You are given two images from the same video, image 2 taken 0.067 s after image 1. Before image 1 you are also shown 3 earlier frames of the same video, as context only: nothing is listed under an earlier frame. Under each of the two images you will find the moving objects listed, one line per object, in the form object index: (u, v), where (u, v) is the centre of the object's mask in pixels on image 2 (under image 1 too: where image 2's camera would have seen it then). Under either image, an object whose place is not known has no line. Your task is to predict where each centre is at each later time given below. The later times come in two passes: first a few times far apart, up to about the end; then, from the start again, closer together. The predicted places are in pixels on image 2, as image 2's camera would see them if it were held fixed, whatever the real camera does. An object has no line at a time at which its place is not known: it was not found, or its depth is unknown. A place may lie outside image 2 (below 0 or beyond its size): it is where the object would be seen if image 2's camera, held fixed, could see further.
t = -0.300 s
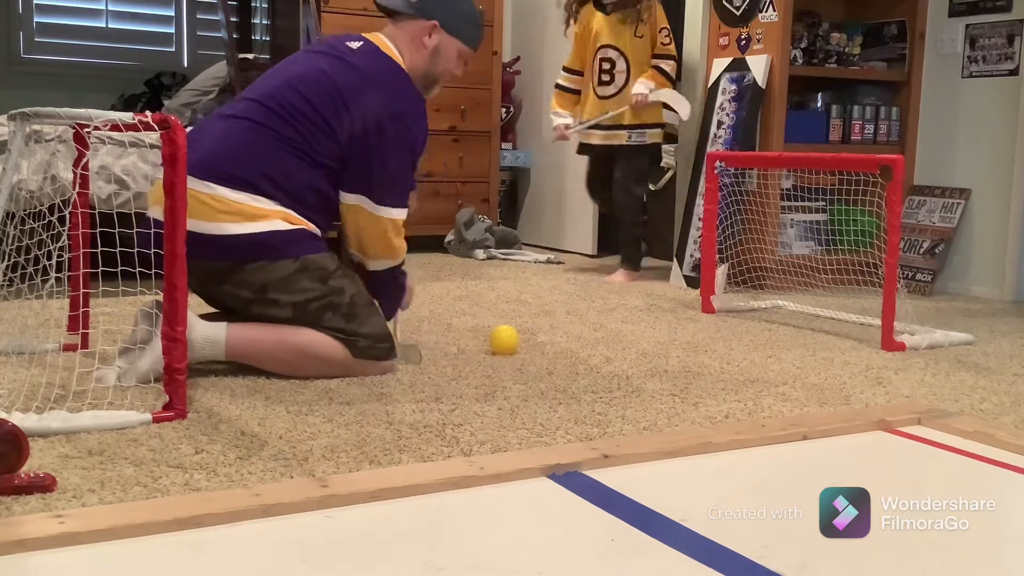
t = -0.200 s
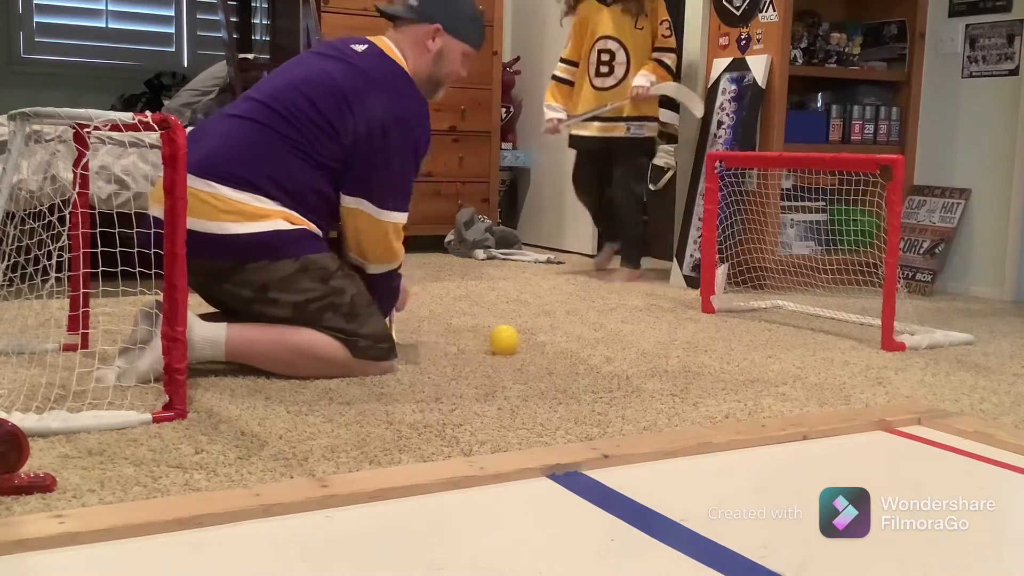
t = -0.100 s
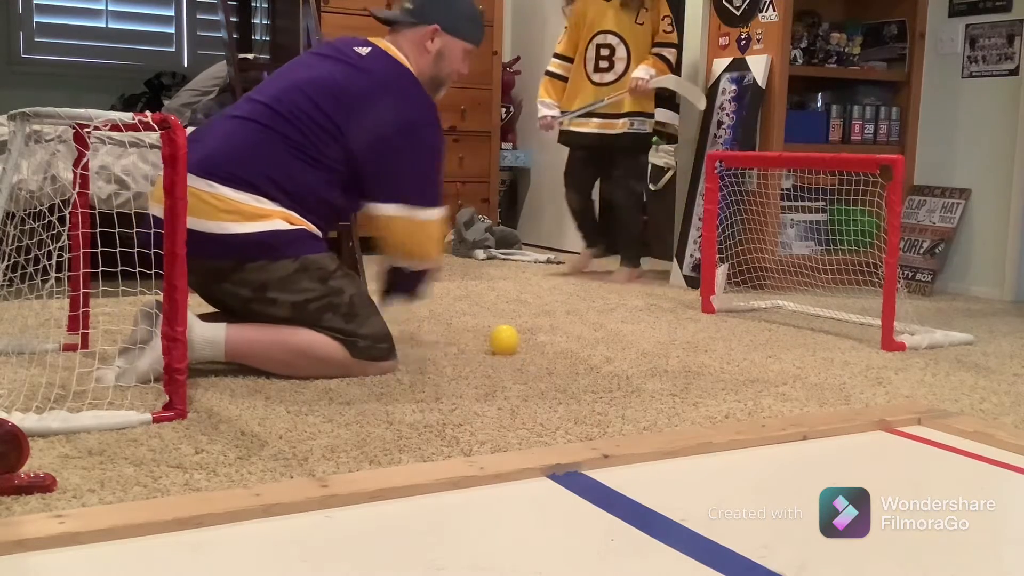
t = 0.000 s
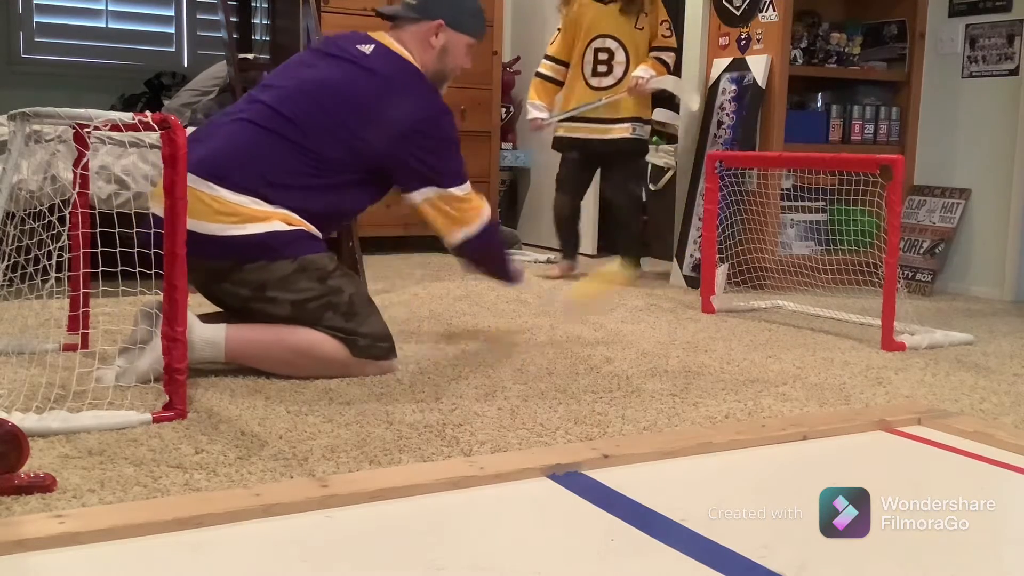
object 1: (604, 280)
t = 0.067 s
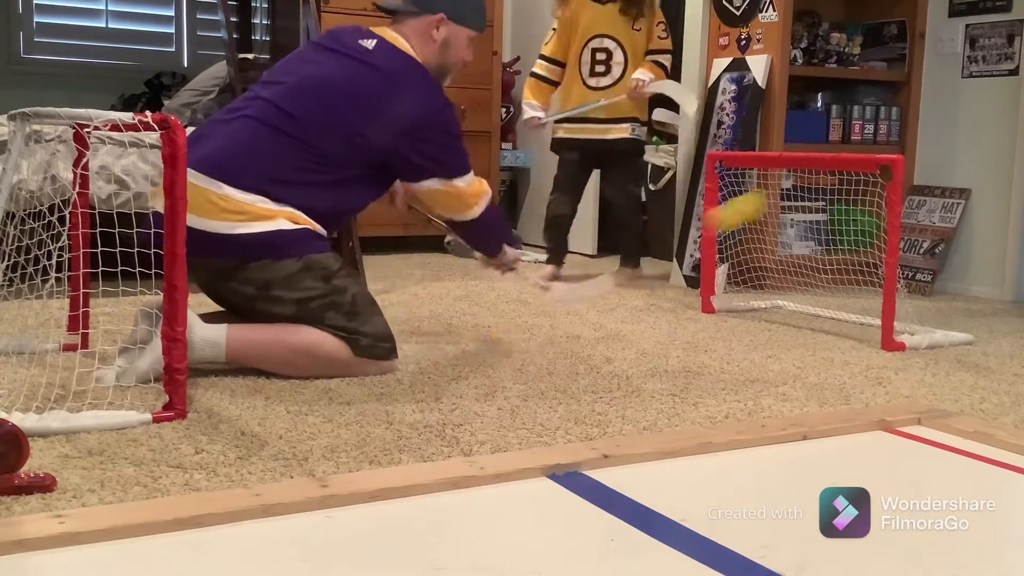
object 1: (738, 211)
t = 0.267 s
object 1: (828, 326)
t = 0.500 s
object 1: (762, 273)
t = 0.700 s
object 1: (694, 354)
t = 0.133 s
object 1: (852, 170)
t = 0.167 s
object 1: (847, 202)
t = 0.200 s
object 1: (841, 240)
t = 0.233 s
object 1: (835, 282)
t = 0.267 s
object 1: (828, 326)
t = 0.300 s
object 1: (820, 331)
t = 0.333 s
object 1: (810, 309)
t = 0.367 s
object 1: (801, 295)
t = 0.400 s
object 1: (792, 284)
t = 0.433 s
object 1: (783, 278)
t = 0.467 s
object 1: (773, 274)
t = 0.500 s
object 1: (762, 273)
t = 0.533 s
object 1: (751, 278)
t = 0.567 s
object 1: (741, 285)
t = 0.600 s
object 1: (729, 300)
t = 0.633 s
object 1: (717, 316)
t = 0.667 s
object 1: (707, 338)
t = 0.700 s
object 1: (694, 354)
